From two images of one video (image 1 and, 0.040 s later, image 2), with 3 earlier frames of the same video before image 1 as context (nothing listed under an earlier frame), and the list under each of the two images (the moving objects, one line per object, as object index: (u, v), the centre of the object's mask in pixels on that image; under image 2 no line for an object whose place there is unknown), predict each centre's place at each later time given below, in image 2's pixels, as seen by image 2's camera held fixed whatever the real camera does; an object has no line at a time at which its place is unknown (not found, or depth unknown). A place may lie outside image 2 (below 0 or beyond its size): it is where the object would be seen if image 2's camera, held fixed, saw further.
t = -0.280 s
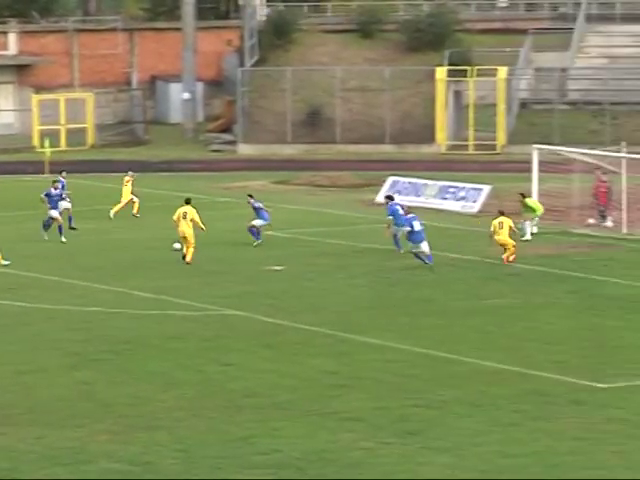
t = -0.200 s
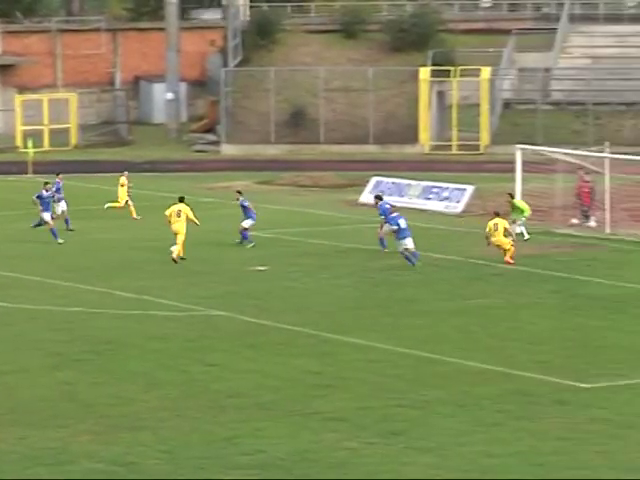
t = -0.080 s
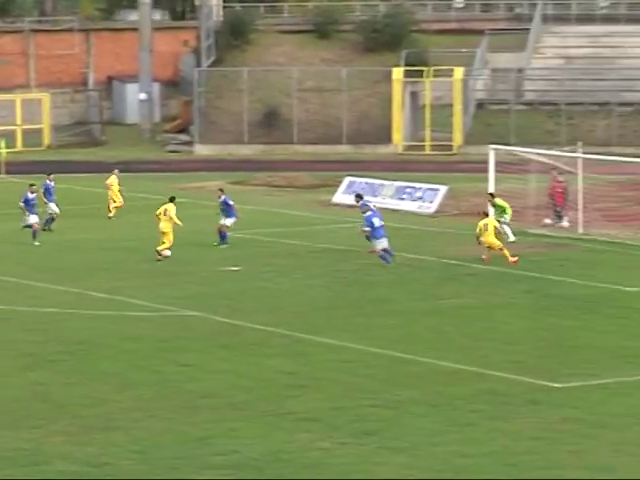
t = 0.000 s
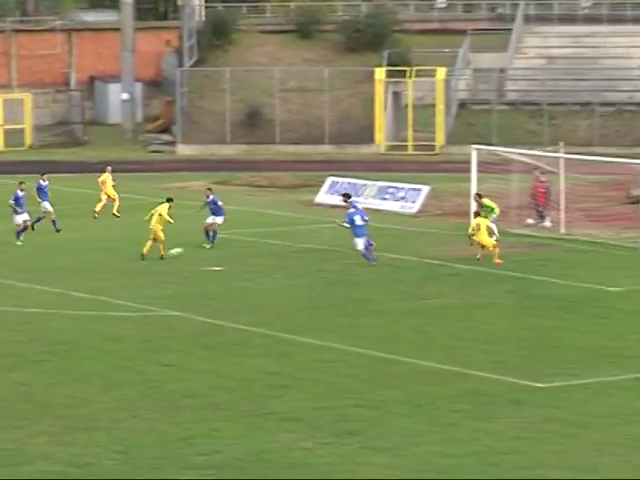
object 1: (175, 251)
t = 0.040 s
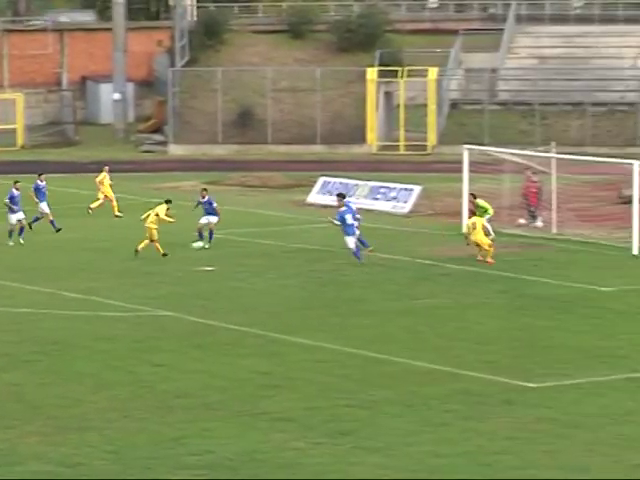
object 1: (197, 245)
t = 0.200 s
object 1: (315, 225)
